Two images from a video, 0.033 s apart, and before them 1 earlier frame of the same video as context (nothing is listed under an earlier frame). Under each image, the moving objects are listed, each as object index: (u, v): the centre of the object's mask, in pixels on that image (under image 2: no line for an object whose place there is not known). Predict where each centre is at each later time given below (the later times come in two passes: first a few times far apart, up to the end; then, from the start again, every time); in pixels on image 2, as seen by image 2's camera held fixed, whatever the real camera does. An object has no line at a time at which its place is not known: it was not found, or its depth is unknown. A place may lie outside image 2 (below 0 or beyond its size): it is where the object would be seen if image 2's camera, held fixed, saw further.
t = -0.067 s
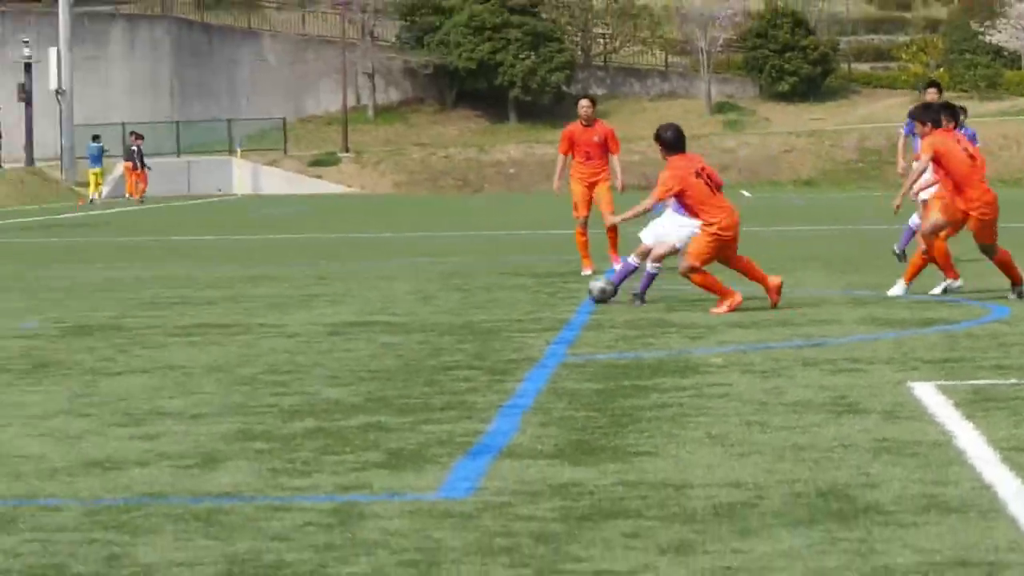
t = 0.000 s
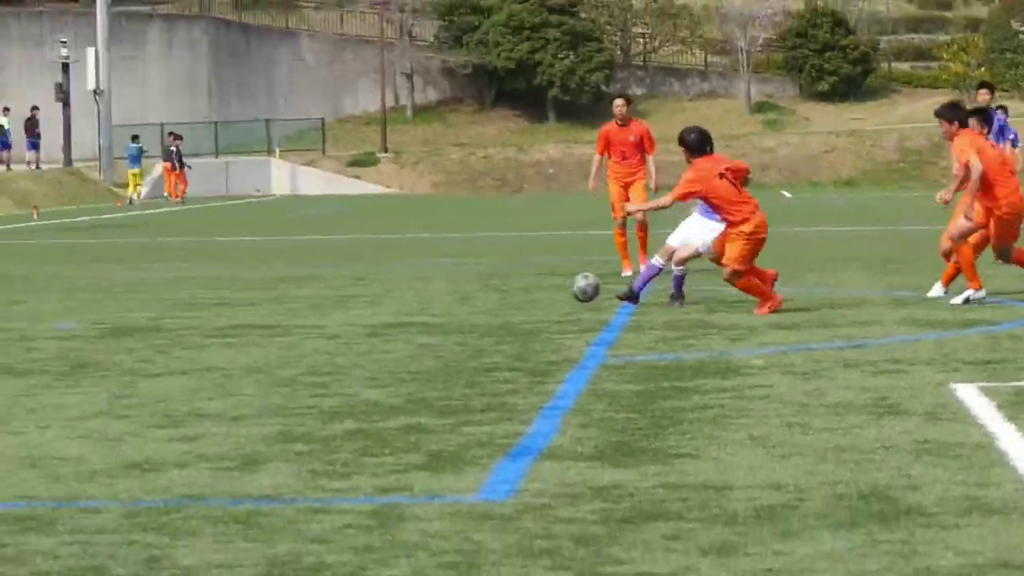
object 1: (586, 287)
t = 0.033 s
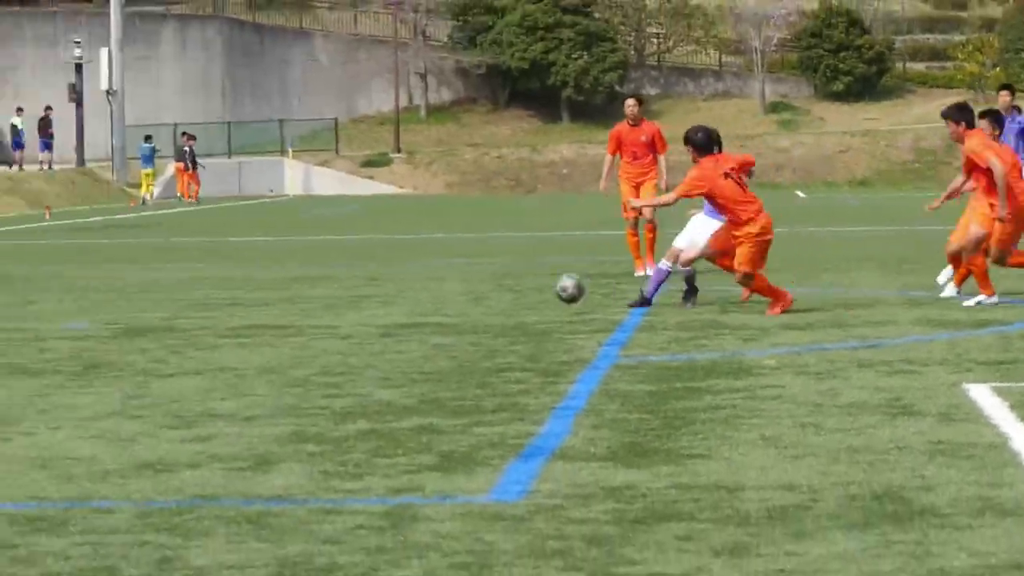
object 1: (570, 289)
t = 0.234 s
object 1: (406, 316)
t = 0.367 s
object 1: (308, 320)
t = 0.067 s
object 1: (543, 290)
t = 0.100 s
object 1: (514, 294)
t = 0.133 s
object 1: (487, 299)
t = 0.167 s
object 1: (459, 306)
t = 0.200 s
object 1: (432, 314)
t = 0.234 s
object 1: (406, 316)
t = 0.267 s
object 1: (380, 315)
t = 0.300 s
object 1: (356, 315)
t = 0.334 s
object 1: (331, 317)
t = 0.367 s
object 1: (308, 320)
